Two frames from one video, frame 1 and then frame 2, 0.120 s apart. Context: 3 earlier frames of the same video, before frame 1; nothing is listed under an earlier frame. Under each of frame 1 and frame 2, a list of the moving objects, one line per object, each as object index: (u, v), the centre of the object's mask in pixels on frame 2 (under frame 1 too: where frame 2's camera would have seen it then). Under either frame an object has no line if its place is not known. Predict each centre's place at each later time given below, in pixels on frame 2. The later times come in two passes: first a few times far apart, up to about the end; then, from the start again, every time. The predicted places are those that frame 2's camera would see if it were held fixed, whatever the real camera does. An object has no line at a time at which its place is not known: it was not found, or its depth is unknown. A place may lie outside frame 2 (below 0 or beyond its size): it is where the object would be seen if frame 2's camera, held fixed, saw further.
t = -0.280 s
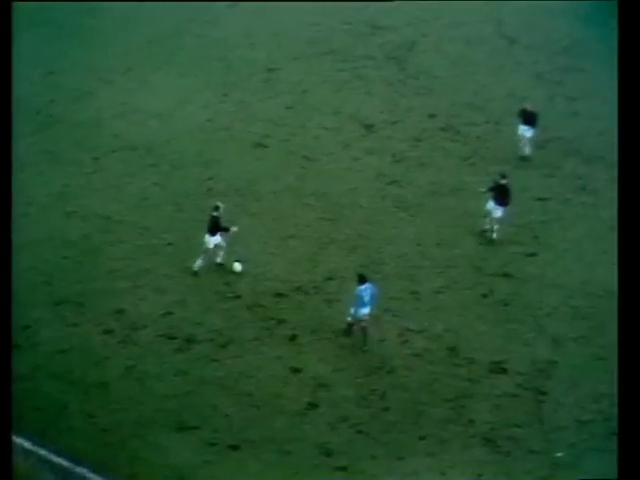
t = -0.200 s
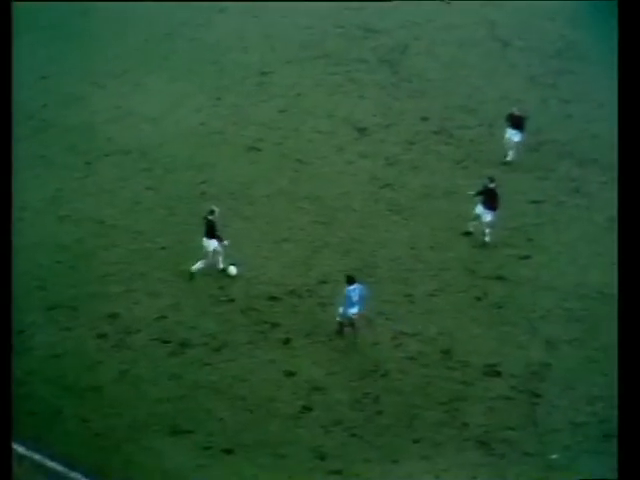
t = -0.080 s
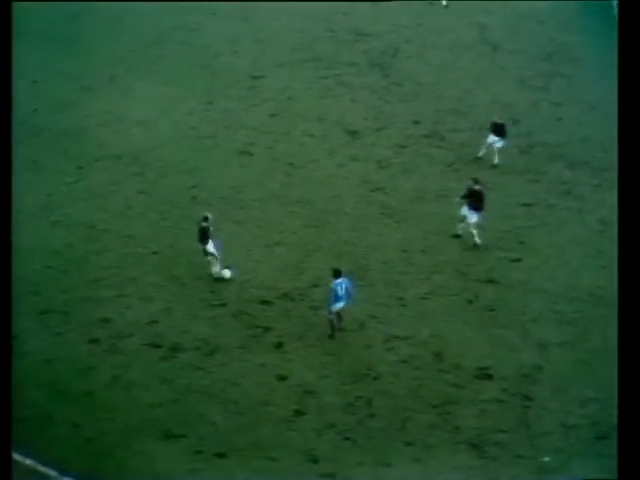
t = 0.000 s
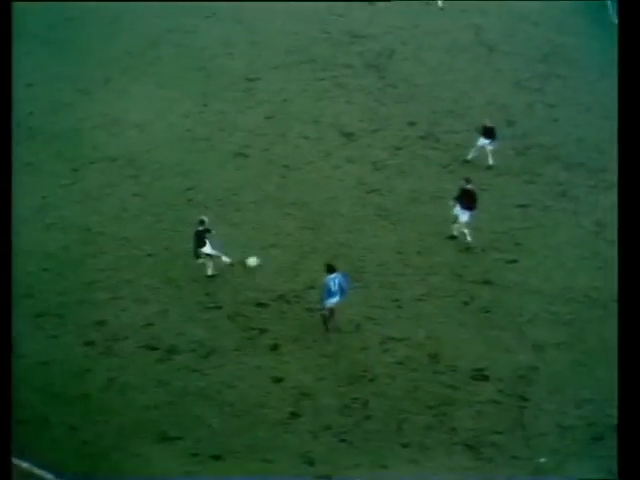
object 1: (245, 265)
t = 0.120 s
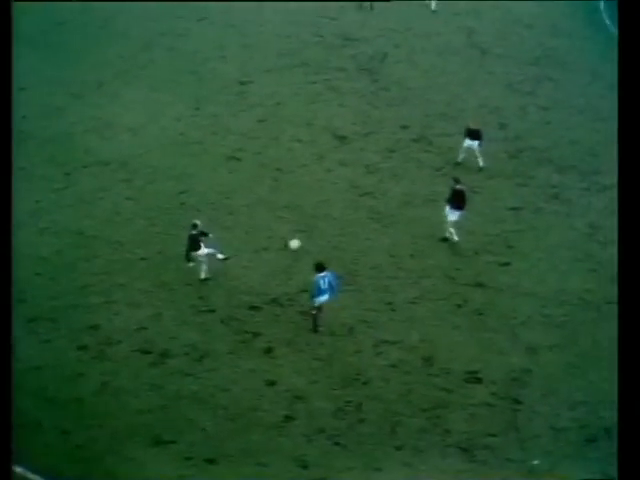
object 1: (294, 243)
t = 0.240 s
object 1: (334, 224)
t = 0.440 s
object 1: (389, 199)
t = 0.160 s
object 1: (308, 236)
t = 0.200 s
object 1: (321, 230)
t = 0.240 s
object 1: (334, 224)
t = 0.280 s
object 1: (346, 219)
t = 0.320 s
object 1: (358, 213)
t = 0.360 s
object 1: (369, 208)
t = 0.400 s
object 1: (378, 203)
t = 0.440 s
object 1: (389, 199)
